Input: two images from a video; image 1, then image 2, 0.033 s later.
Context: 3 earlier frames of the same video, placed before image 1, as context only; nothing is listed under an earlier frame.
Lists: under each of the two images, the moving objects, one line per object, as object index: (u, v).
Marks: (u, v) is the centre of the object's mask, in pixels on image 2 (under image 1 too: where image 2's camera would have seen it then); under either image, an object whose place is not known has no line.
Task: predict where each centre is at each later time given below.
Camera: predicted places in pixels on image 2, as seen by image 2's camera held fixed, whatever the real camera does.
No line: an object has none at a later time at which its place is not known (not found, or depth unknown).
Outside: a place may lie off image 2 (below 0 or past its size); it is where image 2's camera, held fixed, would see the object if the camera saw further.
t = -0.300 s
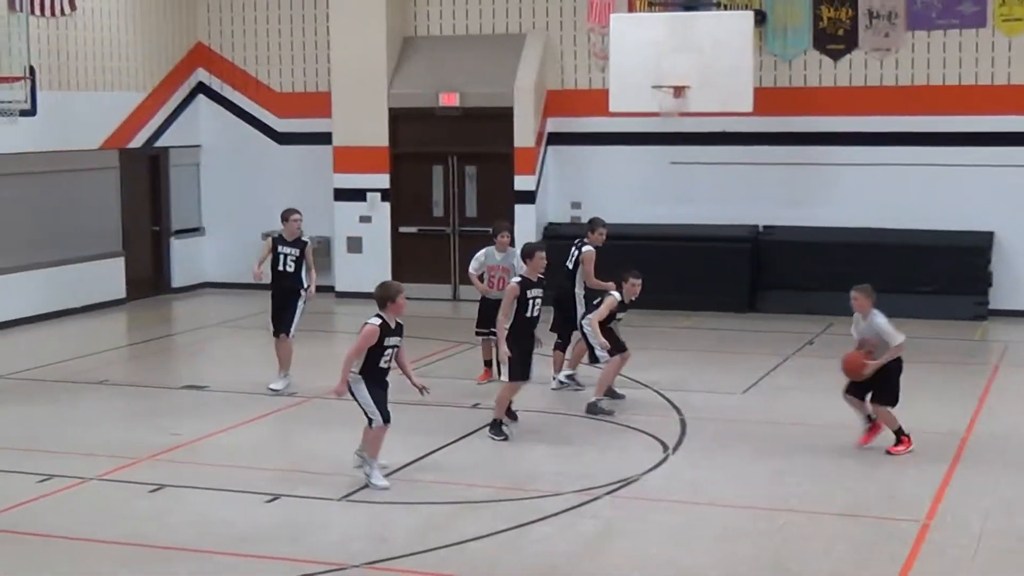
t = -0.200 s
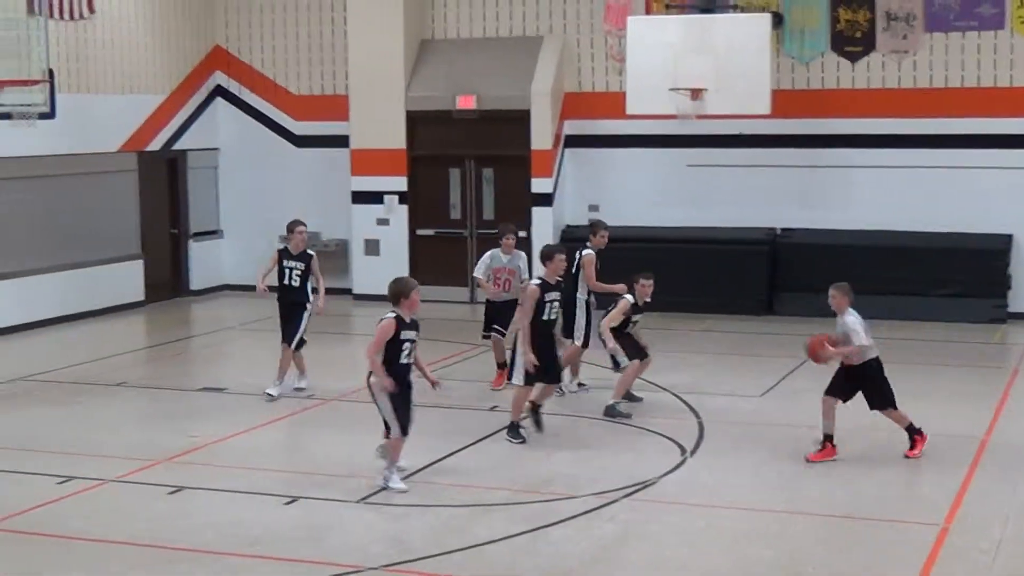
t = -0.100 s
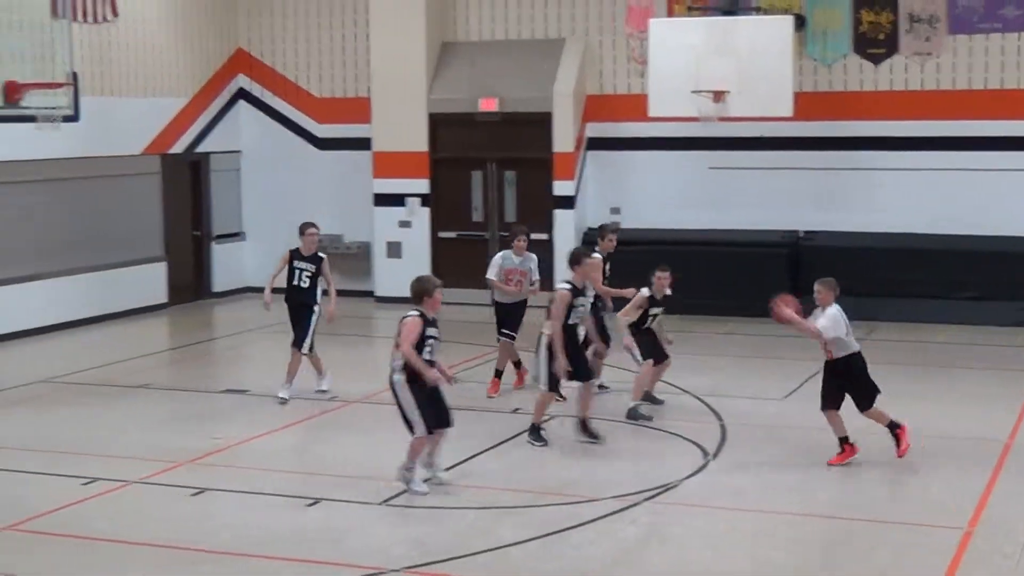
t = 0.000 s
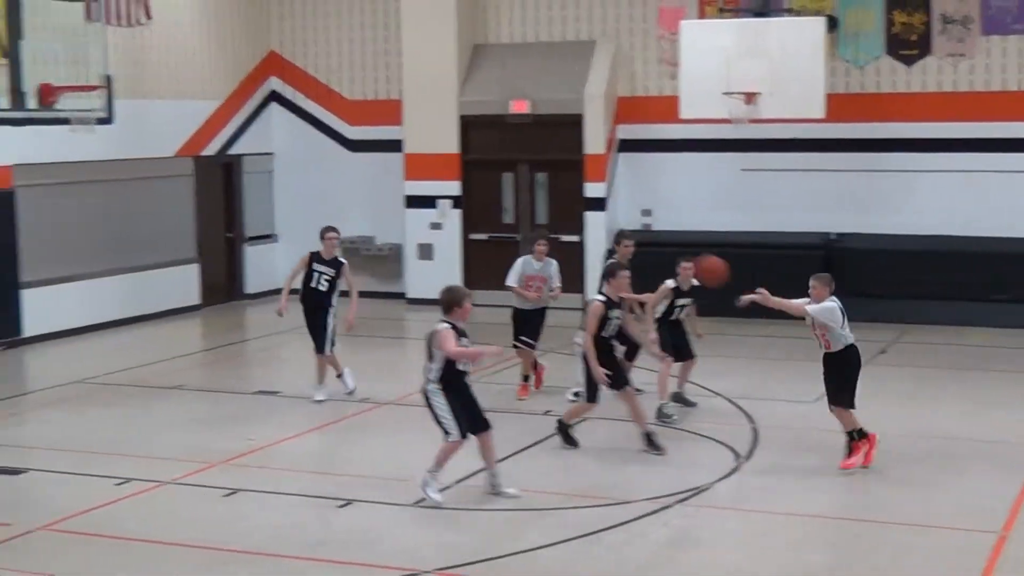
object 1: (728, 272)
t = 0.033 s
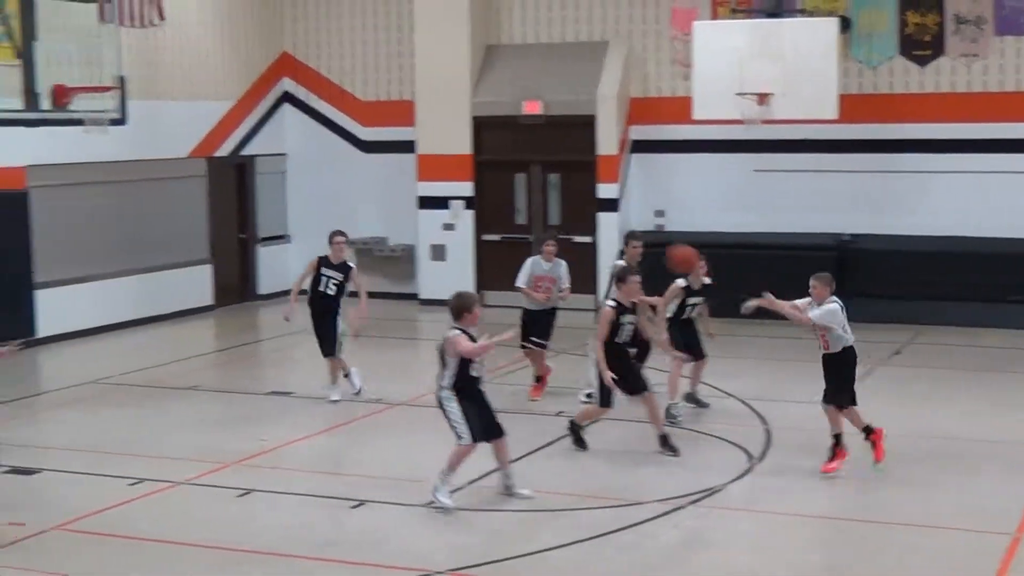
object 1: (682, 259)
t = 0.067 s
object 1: (641, 250)
